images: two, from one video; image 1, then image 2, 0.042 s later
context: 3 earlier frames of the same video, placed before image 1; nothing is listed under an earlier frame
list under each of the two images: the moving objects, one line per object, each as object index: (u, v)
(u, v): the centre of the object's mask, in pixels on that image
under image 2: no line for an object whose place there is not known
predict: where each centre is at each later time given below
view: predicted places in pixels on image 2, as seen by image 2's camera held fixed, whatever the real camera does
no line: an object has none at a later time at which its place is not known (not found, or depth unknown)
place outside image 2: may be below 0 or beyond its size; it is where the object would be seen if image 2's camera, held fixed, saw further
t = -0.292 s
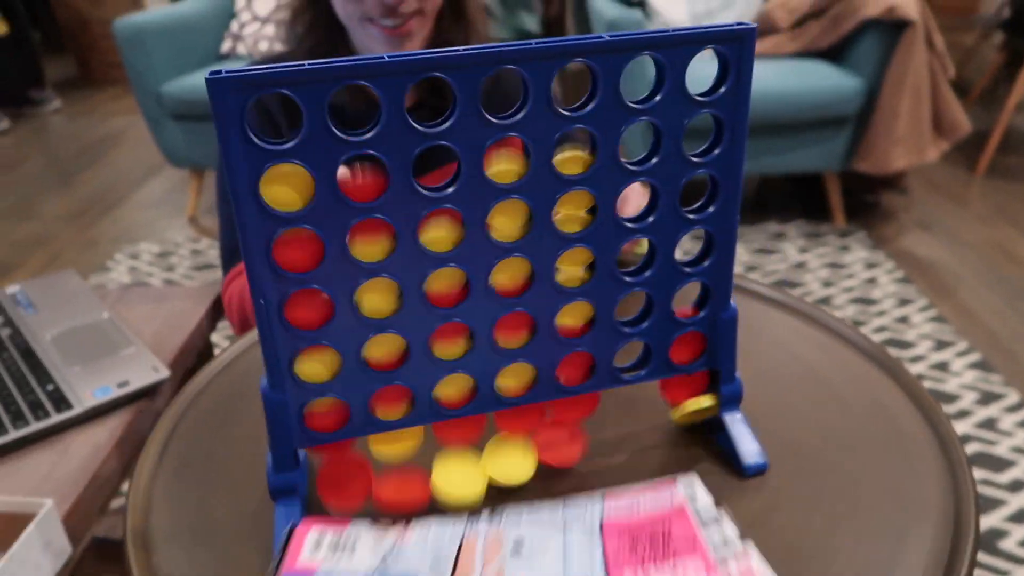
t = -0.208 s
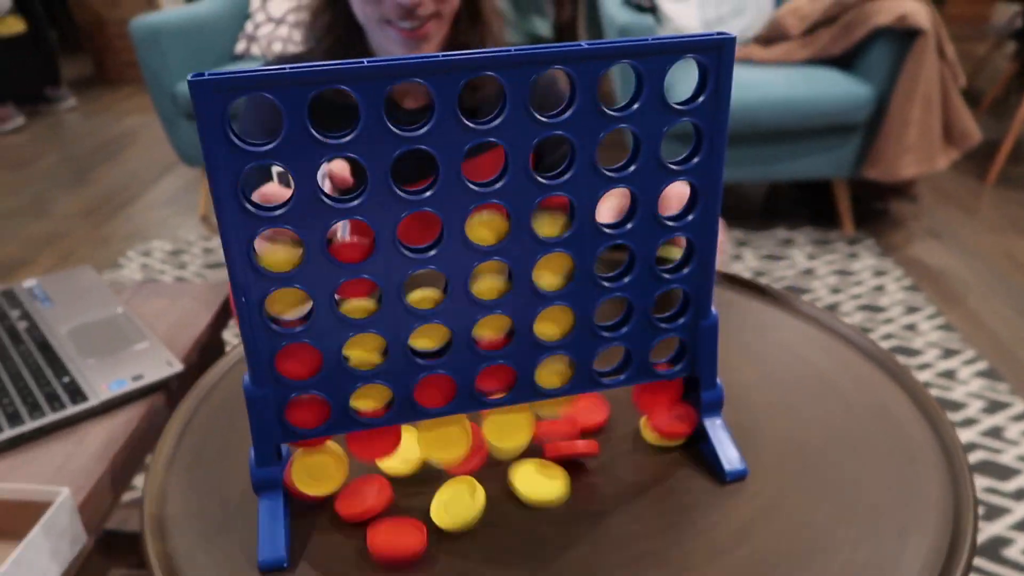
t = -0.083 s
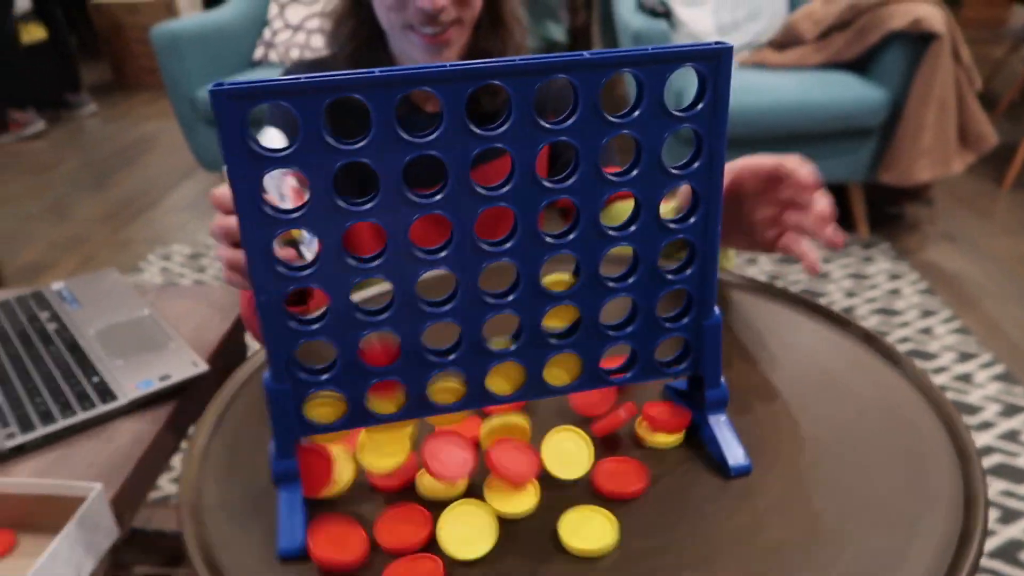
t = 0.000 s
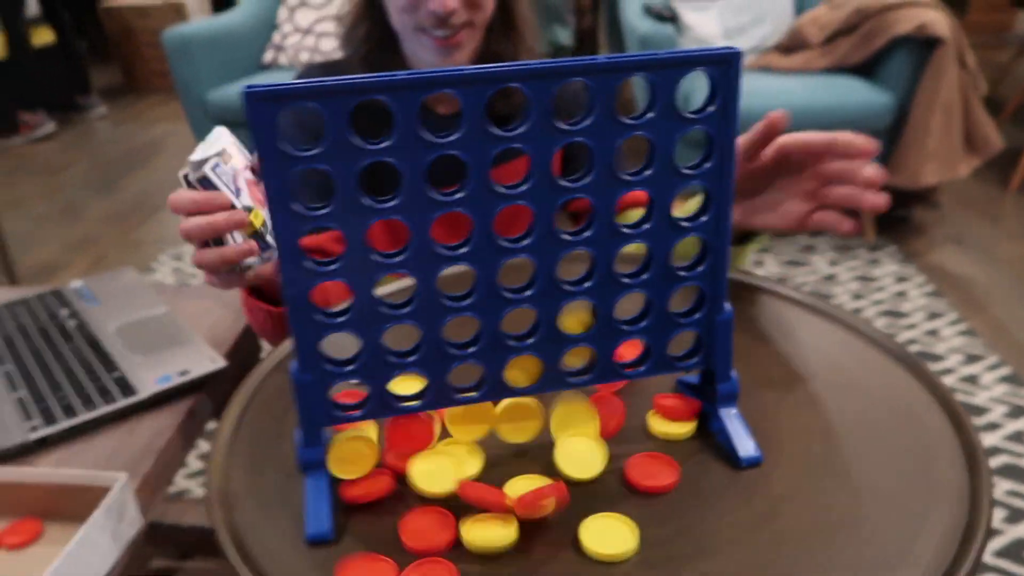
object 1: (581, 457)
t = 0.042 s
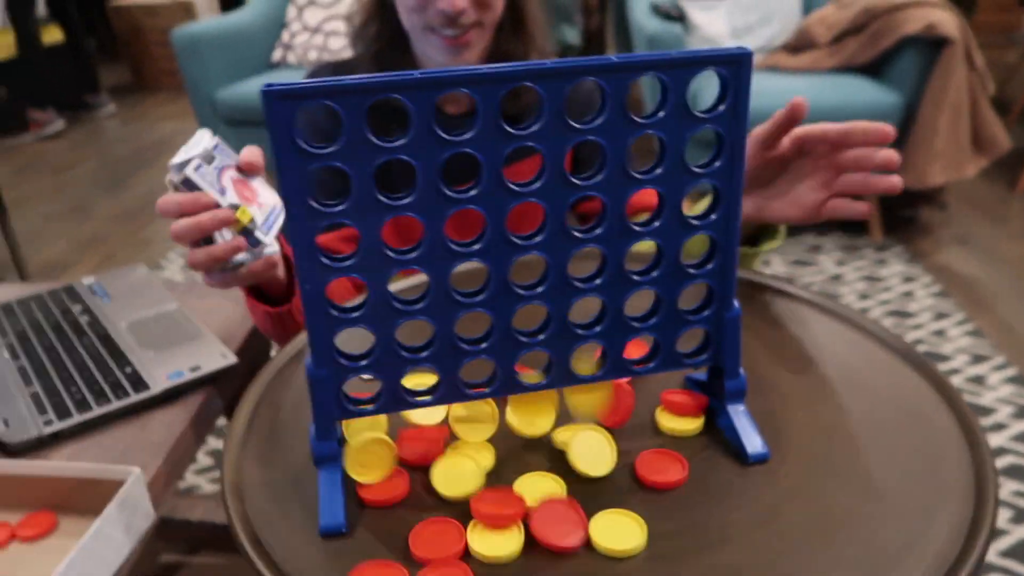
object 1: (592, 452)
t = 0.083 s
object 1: (602, 454)
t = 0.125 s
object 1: (614, 462)
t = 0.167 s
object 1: (621, 471)
